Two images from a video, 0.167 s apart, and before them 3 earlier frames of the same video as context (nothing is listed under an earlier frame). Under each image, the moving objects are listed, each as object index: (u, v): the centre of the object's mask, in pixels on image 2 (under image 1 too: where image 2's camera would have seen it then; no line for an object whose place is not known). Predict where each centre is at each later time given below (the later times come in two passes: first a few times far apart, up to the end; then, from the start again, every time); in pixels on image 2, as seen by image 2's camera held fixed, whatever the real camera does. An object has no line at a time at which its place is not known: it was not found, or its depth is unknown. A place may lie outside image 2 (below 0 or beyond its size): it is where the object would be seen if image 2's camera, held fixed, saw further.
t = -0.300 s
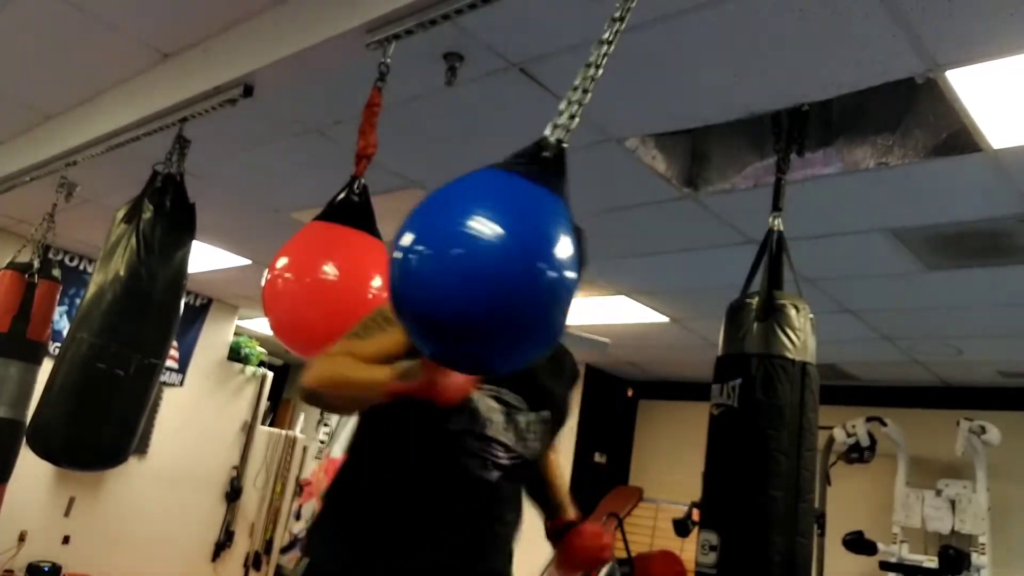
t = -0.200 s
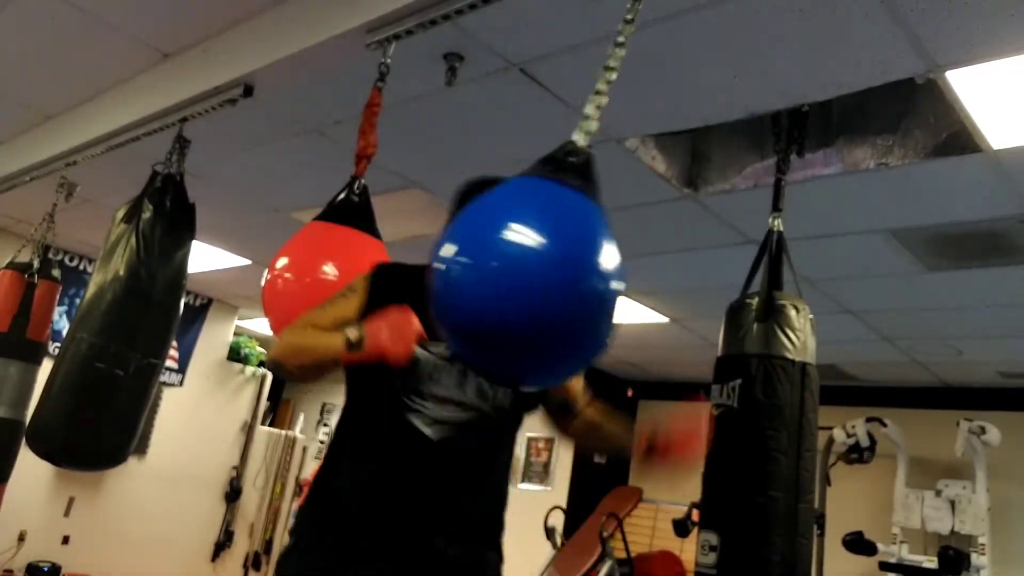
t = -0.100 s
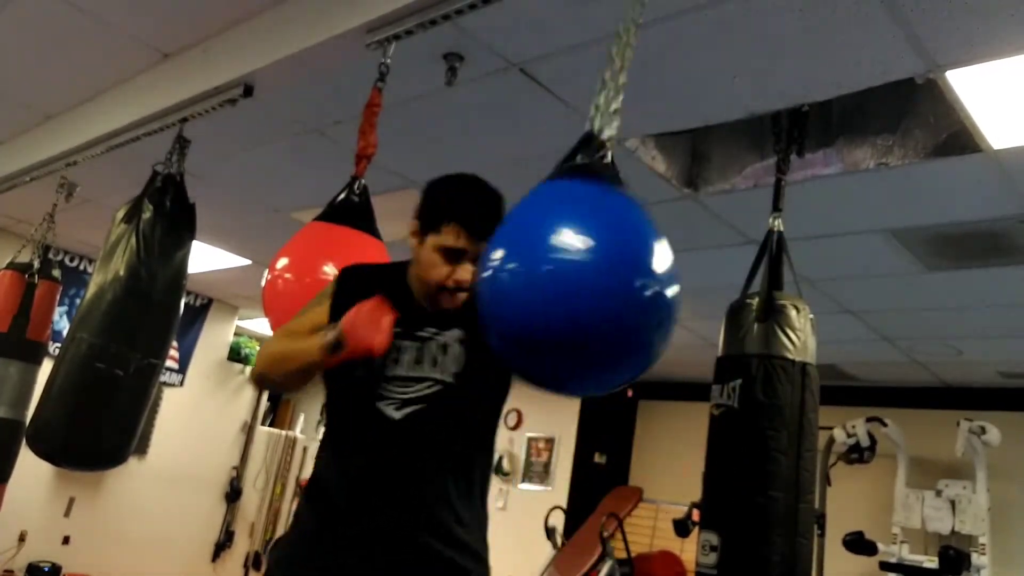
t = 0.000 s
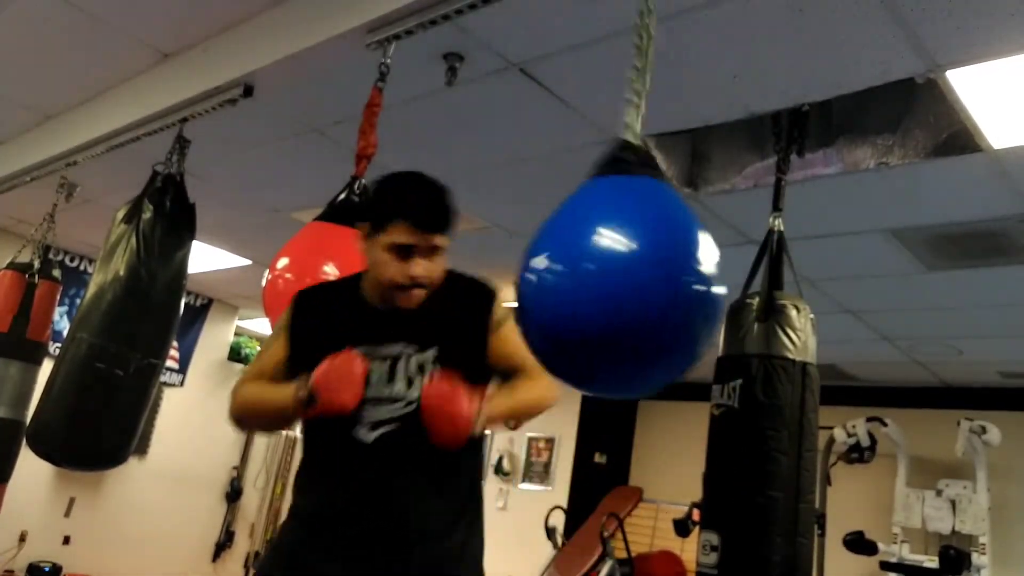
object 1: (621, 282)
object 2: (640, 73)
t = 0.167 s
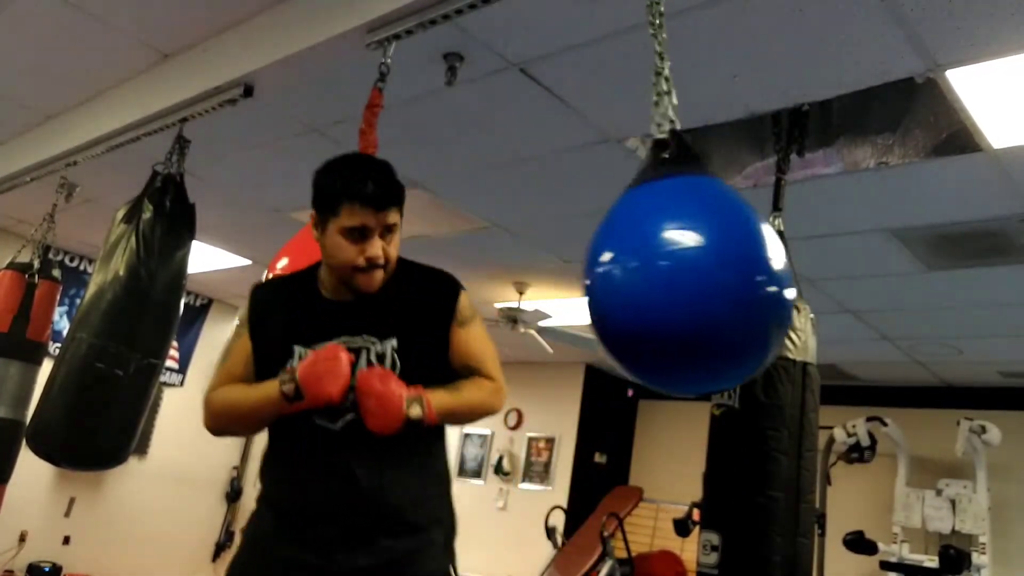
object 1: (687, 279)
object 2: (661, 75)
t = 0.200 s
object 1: (697, 281)
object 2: (665, 74)
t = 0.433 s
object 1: (721, 309)
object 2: (678, 98)
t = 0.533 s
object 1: (706, 320)
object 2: (676, 103)
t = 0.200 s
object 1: (697, 281)
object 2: (665, 74)
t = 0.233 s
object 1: (706, 285)
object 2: (669, 79)
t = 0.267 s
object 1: (712, 288)
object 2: (672, 82)
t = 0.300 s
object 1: (717, 291)
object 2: (674, 84)
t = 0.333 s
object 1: (721, 295)
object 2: (674, 86)
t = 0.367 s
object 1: (722, 299)
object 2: (676, 88)
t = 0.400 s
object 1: (723, 303)
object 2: (677, 92)
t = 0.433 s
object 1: (721, 309)
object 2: (678, 98)
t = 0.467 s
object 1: (717, 313)
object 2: (678, 97)
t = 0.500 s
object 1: (712, 317)
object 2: (677, 100)
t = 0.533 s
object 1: (706, 320)
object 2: (676, 103)
